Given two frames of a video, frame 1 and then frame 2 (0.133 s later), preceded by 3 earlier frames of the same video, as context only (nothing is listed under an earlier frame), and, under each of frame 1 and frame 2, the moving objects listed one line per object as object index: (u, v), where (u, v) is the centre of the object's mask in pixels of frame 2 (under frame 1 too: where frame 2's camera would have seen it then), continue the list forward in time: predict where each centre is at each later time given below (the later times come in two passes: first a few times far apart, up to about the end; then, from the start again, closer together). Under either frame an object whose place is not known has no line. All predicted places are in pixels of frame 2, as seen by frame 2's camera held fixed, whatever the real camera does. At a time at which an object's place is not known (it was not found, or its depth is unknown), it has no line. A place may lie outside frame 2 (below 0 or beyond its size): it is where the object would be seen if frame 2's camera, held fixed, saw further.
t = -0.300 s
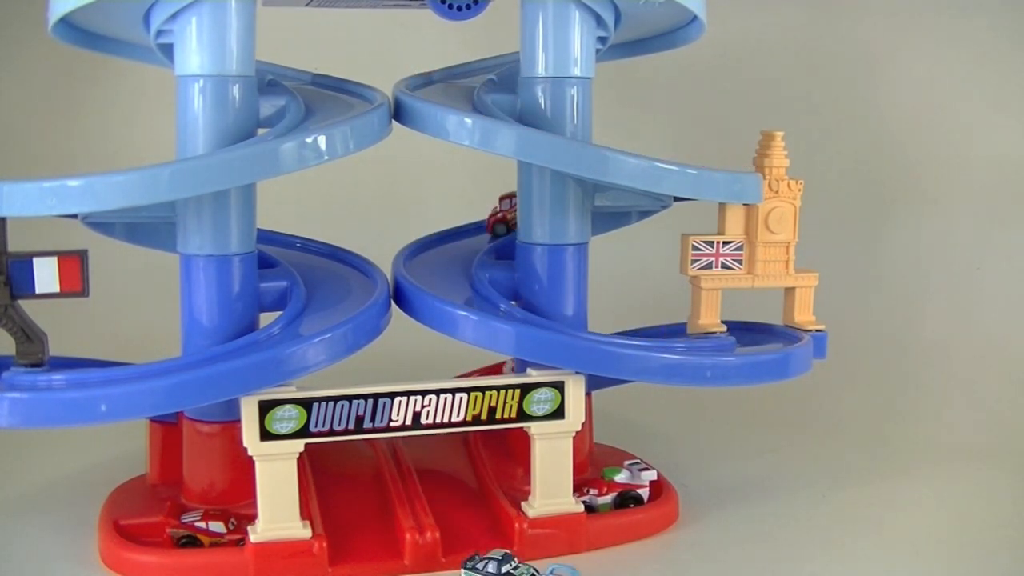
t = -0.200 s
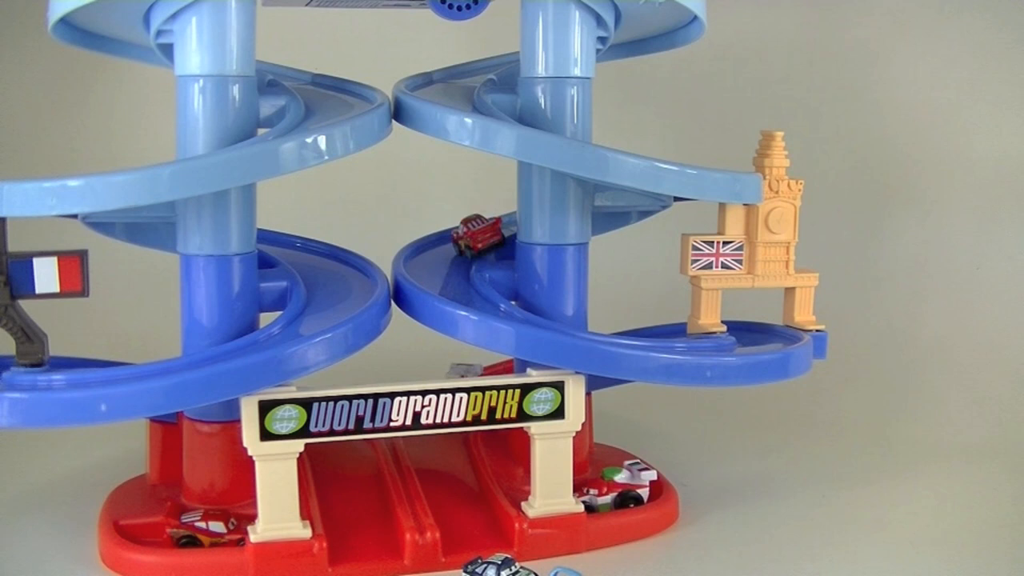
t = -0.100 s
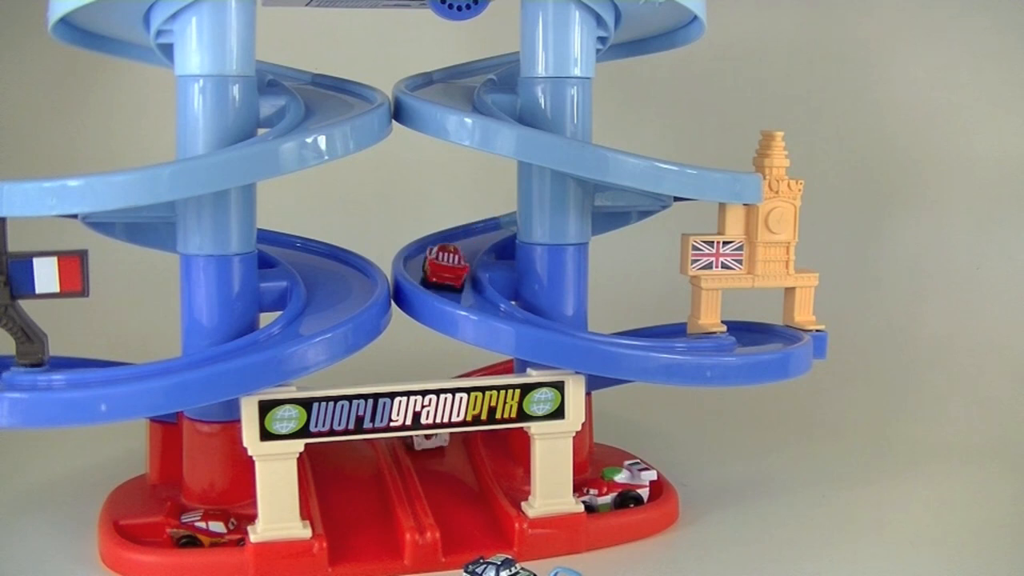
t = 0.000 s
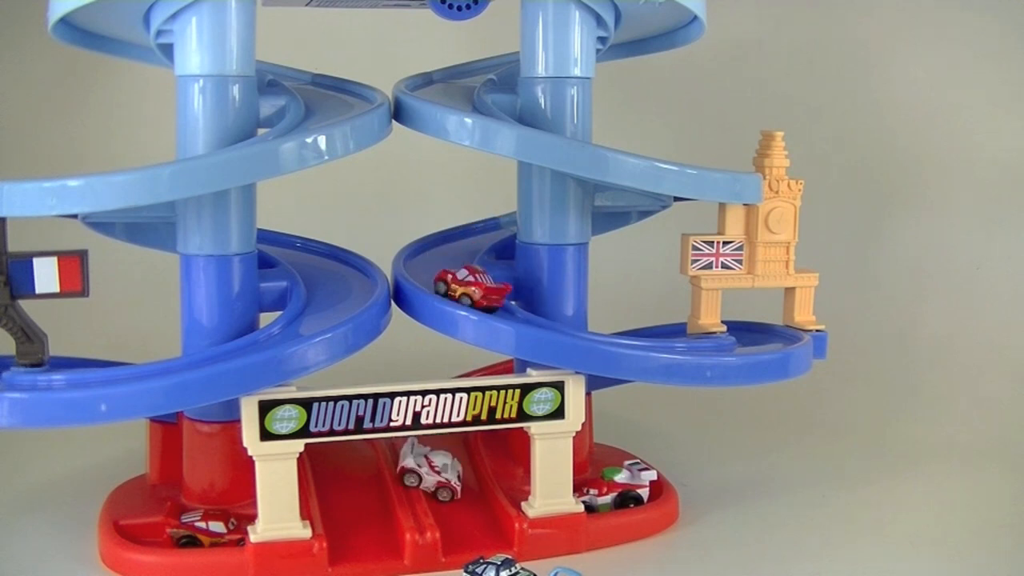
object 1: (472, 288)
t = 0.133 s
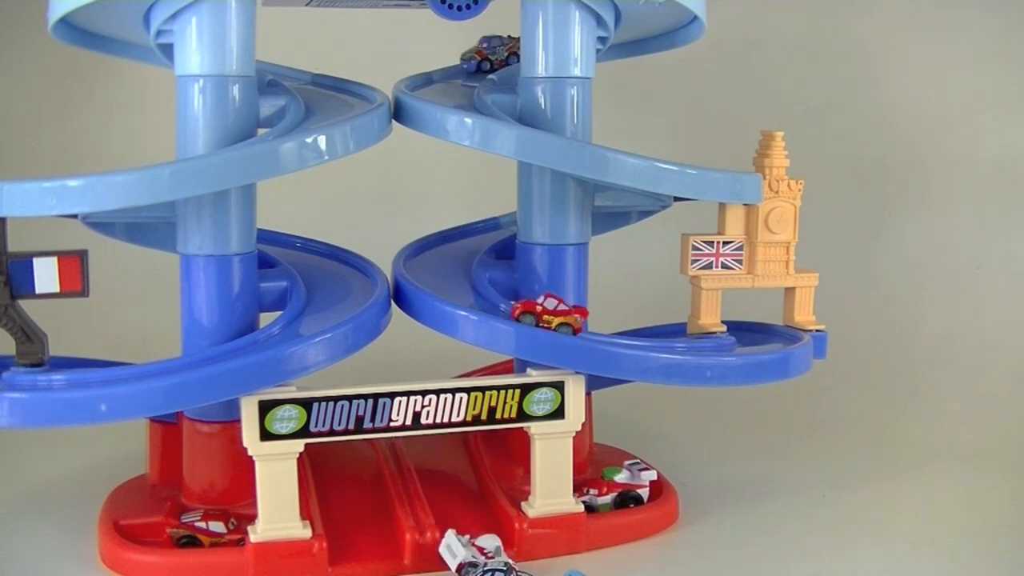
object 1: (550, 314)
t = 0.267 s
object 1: (651, 333)
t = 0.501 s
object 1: (773, 332)
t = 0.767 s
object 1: (759, 321)
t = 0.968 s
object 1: (735, 321)
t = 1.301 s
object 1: (617, 329)
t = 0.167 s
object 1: (575, 320)
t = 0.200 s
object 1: (601, 325)
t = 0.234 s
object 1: (626, 329)
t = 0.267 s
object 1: (651, 333)
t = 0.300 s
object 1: (675, 335)
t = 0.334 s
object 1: (698, 337)
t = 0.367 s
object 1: (719, 337)
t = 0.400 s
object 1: (738, 336)
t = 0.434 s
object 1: (754, 335)
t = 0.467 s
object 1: (766, 333)
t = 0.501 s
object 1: (773, 332)
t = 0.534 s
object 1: (777, 330)
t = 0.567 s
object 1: (779, 329)
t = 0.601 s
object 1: (778, 328)
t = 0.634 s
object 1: (776, 325)
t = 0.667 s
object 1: (772, 324)
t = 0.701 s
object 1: (767, 322)
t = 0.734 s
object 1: (763, 322)
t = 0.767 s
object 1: (759, 321)
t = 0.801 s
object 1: (753, 321)
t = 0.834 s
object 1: (749, 320)
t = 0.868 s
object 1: (746, 320)
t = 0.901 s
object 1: (742, 319)
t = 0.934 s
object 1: (738, 319)
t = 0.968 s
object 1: (735, 321)
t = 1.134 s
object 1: (672, 323)
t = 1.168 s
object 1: (664, 323)
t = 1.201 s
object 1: (655, 325)
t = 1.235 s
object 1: (644, 327)
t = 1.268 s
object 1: (631, 328)
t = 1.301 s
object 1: (617, 329)
